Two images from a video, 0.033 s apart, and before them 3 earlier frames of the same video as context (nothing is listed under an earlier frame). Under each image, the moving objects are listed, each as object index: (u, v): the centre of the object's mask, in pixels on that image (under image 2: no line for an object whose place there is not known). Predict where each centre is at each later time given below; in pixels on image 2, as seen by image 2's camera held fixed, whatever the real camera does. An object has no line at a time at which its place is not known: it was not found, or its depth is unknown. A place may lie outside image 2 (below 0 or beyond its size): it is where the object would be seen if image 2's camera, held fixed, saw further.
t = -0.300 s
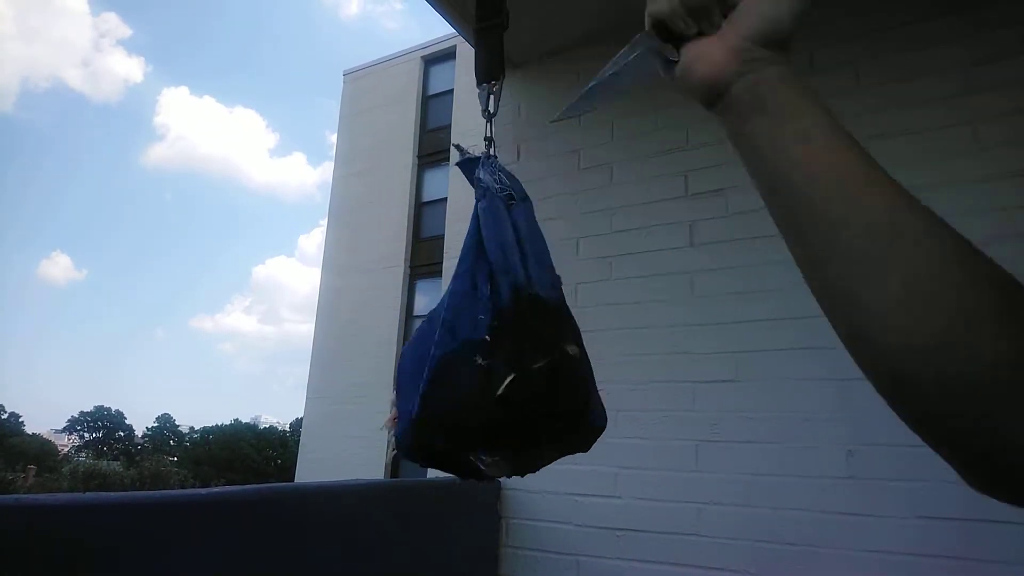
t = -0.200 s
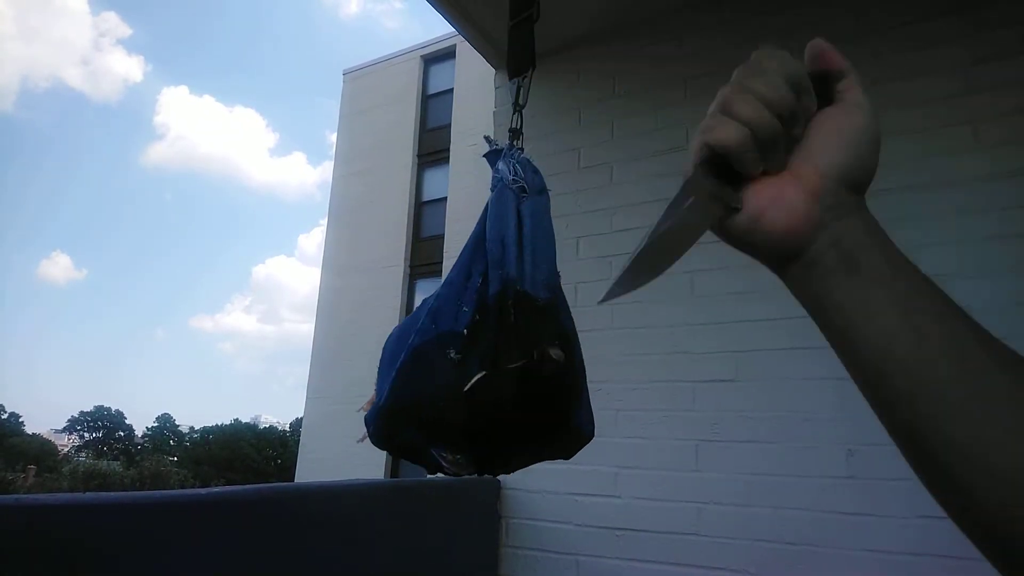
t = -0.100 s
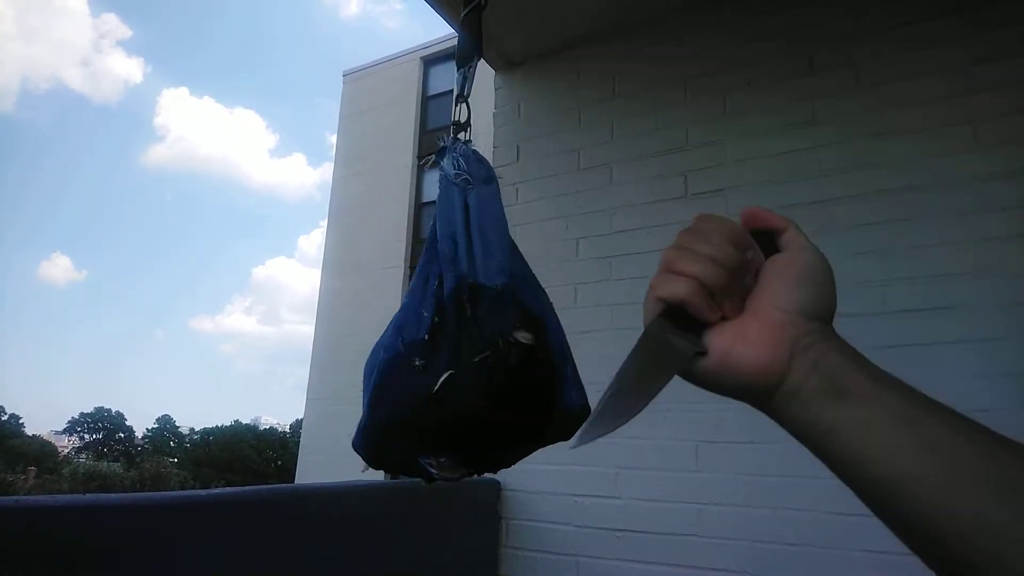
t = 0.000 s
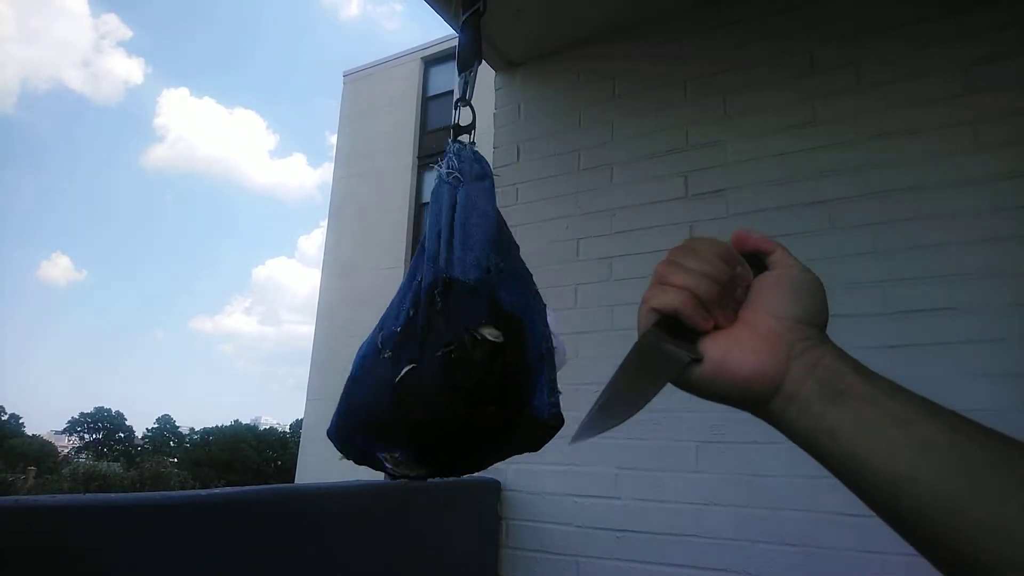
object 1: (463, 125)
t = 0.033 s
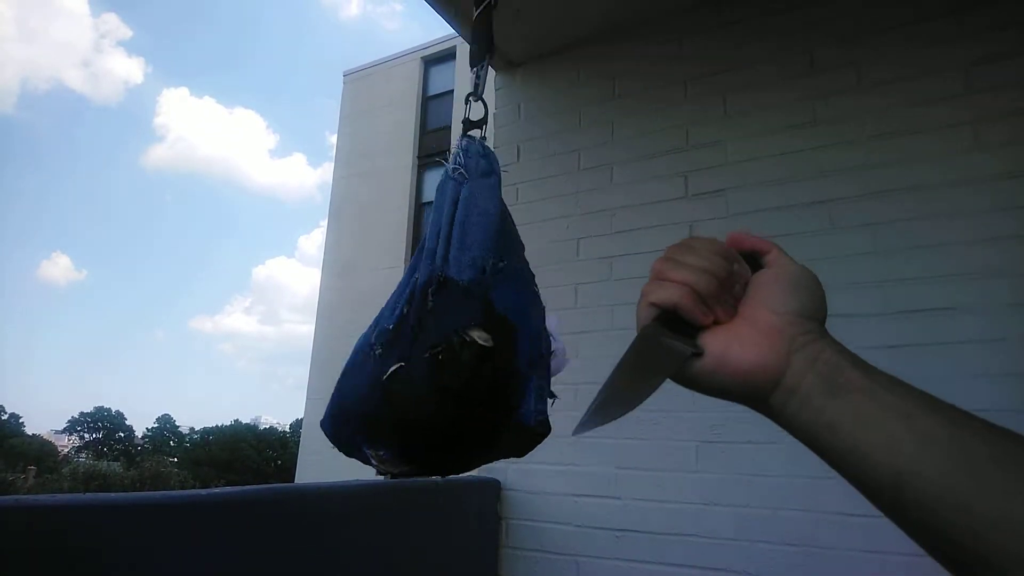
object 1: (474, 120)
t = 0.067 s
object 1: (481, 112)
